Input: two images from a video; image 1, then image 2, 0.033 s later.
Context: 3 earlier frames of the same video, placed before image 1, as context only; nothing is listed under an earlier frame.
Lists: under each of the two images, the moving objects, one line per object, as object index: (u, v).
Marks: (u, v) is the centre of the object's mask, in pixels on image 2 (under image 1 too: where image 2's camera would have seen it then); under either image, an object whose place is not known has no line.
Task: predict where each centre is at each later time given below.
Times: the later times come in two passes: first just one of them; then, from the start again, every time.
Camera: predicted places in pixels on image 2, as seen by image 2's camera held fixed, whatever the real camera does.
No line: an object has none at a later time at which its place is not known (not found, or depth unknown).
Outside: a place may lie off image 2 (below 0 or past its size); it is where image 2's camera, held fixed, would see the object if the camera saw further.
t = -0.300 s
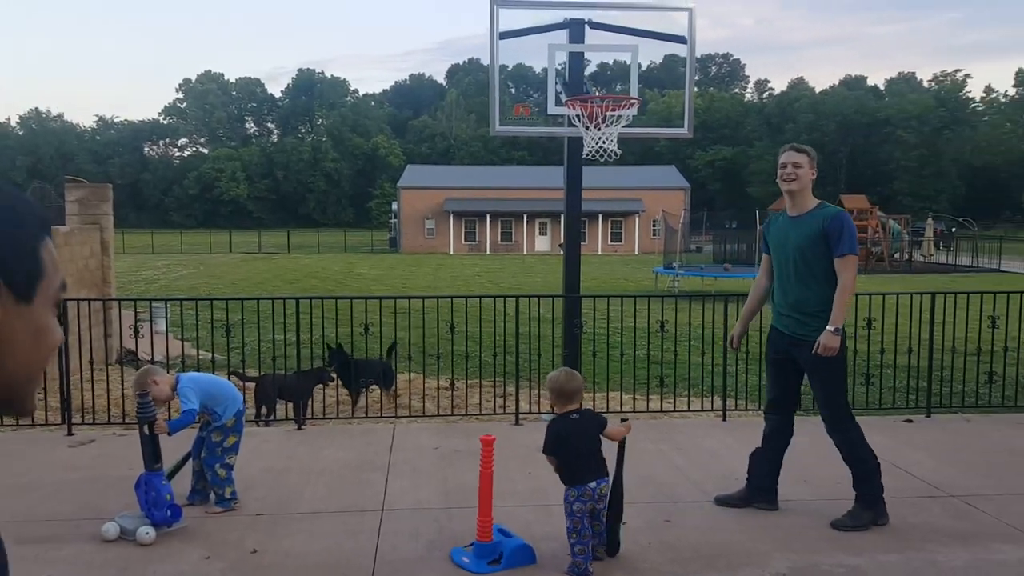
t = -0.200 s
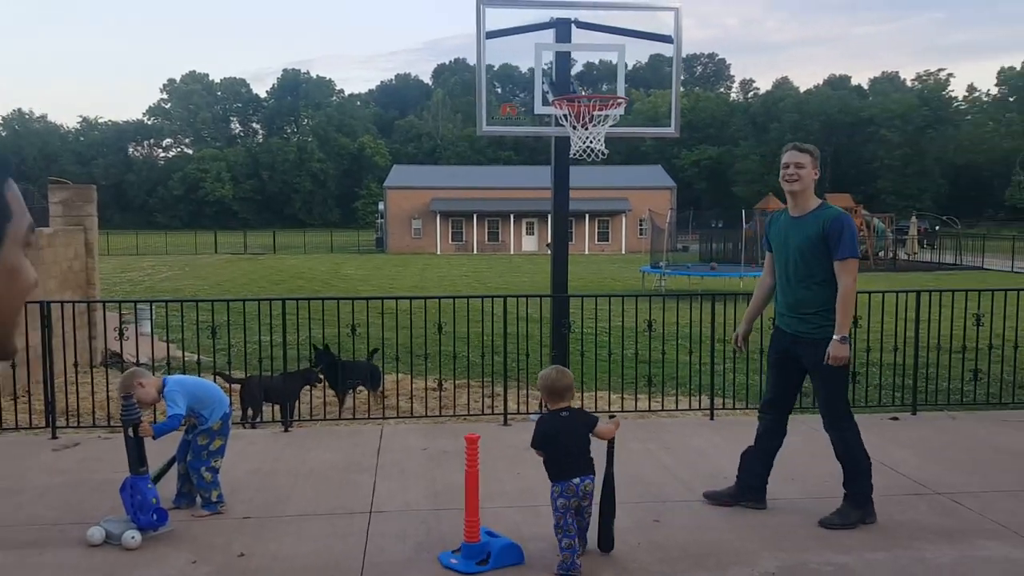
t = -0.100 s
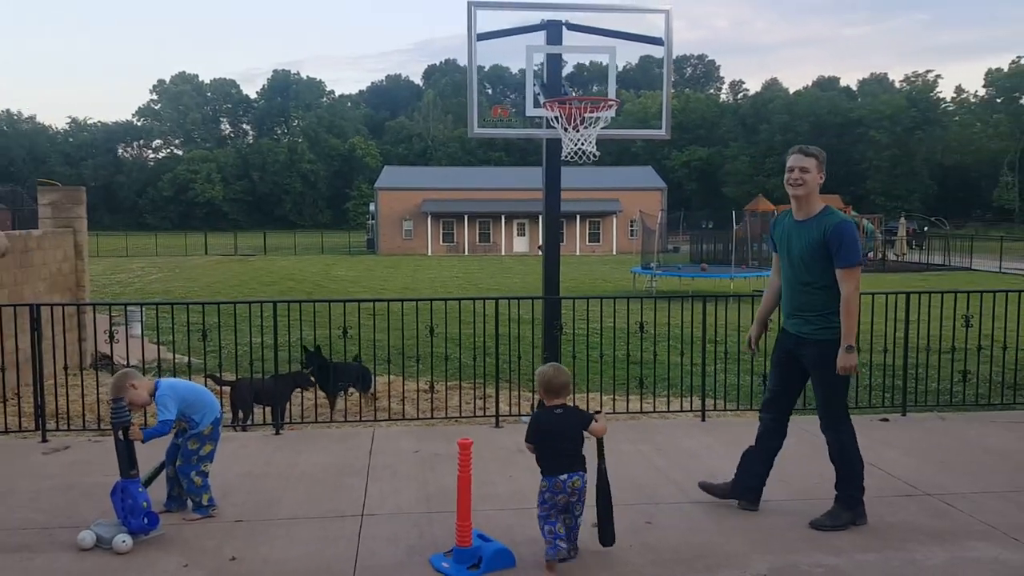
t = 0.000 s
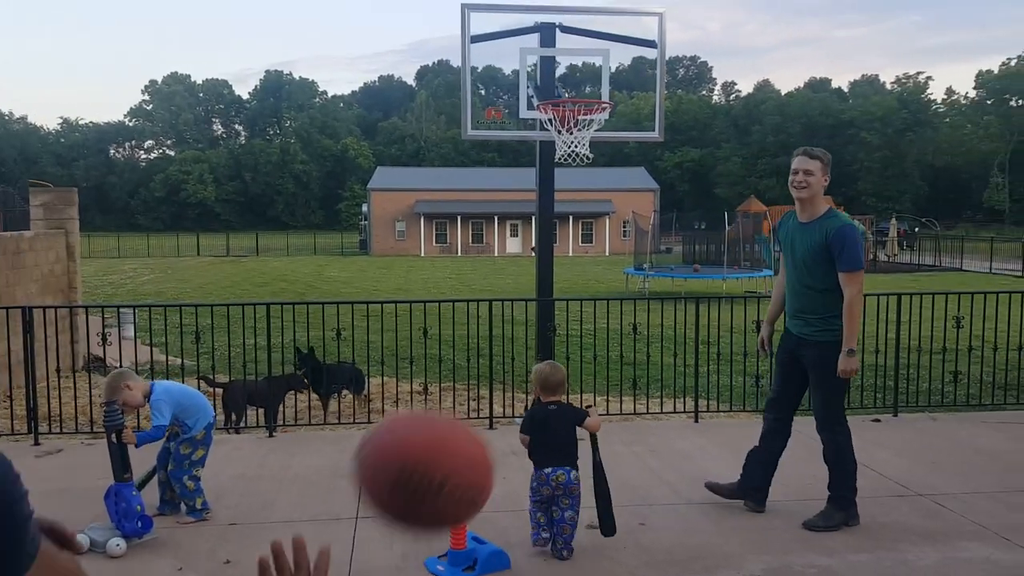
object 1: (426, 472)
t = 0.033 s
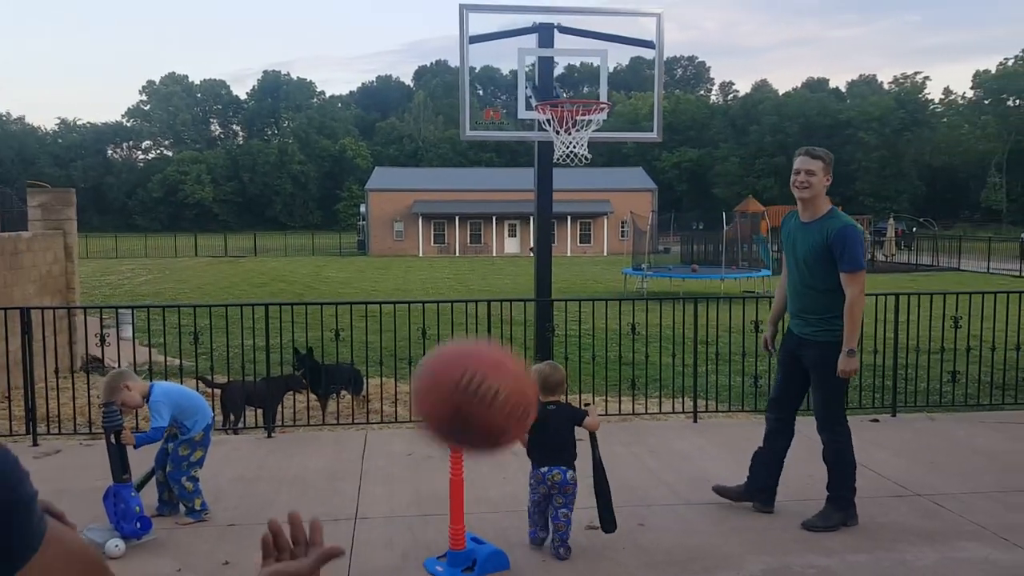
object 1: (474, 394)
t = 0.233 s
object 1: (671, 174)
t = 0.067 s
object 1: (519, 334)
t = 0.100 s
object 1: (556, 286)
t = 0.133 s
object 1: (589, 247)
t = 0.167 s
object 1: (621, 215)
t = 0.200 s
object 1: (647, 191)
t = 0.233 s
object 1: (671, 174)
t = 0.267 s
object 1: (692, 162)
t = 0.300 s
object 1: (711, 154)
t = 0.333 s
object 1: (728, 151)
